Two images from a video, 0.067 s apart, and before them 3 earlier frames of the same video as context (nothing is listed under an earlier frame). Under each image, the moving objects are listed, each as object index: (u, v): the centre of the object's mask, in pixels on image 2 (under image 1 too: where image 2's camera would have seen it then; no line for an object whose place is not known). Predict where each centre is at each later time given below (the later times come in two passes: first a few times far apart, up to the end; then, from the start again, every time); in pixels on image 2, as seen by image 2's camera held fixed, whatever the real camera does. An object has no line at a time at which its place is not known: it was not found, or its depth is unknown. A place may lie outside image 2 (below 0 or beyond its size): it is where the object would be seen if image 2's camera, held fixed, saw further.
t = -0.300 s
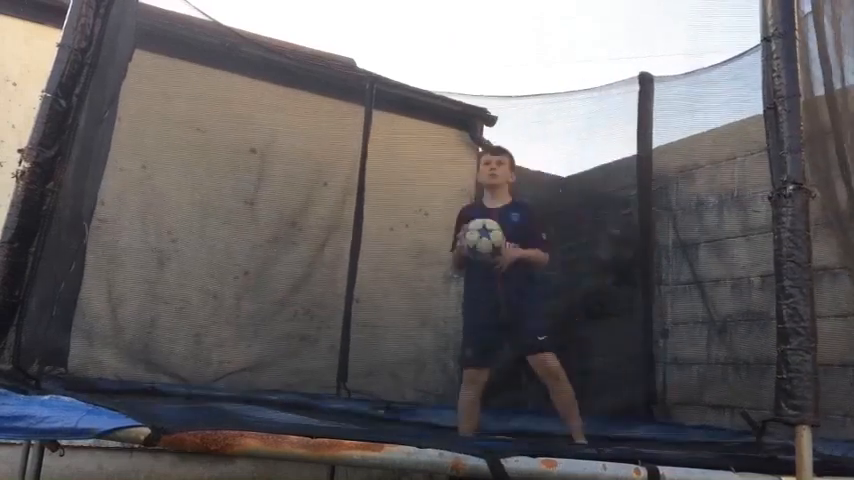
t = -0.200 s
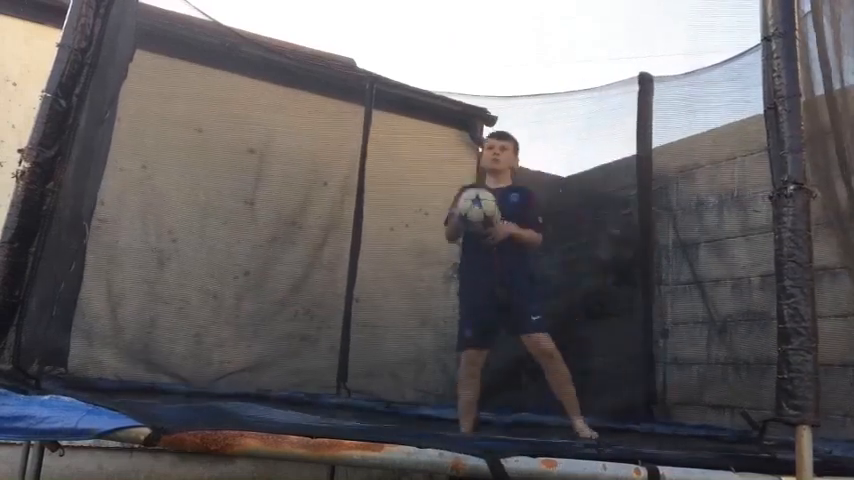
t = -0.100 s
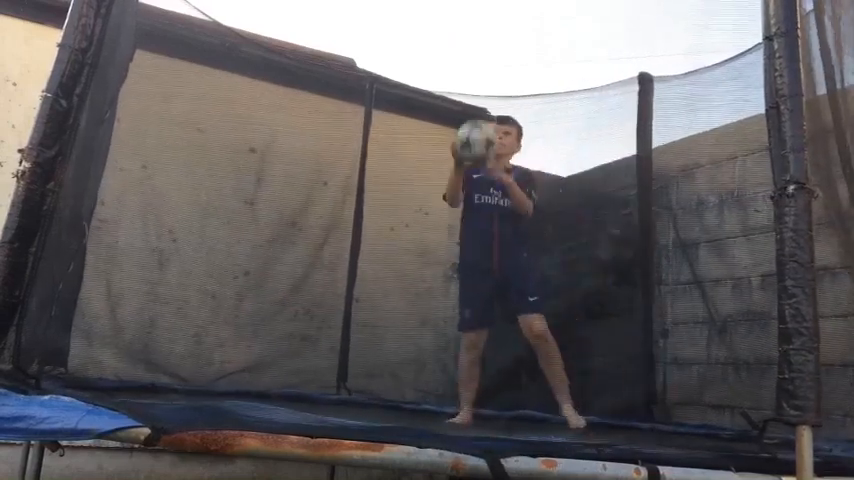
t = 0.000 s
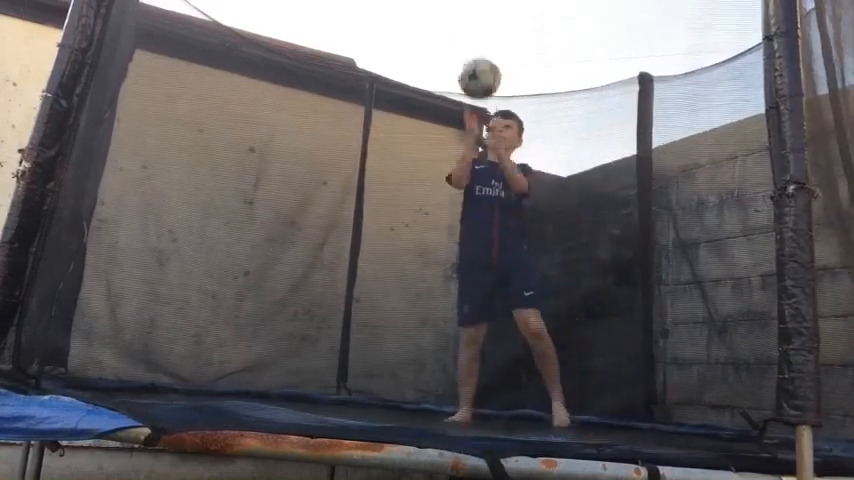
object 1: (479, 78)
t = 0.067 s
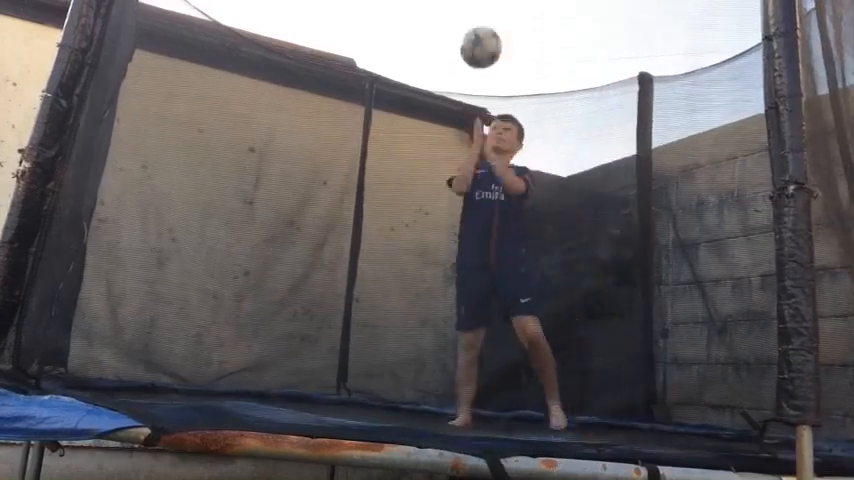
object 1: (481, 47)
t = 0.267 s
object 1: (480, 15)
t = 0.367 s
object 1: (477, 24)
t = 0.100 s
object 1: (481, 35)
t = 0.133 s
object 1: (481, 26)
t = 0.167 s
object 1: (481, 19)
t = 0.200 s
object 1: (481, 16)
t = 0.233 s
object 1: (481, 15)
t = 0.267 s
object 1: (480, 15)
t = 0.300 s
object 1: (479, 16)
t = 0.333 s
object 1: (479, 18)
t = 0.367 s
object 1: (477, 24)
